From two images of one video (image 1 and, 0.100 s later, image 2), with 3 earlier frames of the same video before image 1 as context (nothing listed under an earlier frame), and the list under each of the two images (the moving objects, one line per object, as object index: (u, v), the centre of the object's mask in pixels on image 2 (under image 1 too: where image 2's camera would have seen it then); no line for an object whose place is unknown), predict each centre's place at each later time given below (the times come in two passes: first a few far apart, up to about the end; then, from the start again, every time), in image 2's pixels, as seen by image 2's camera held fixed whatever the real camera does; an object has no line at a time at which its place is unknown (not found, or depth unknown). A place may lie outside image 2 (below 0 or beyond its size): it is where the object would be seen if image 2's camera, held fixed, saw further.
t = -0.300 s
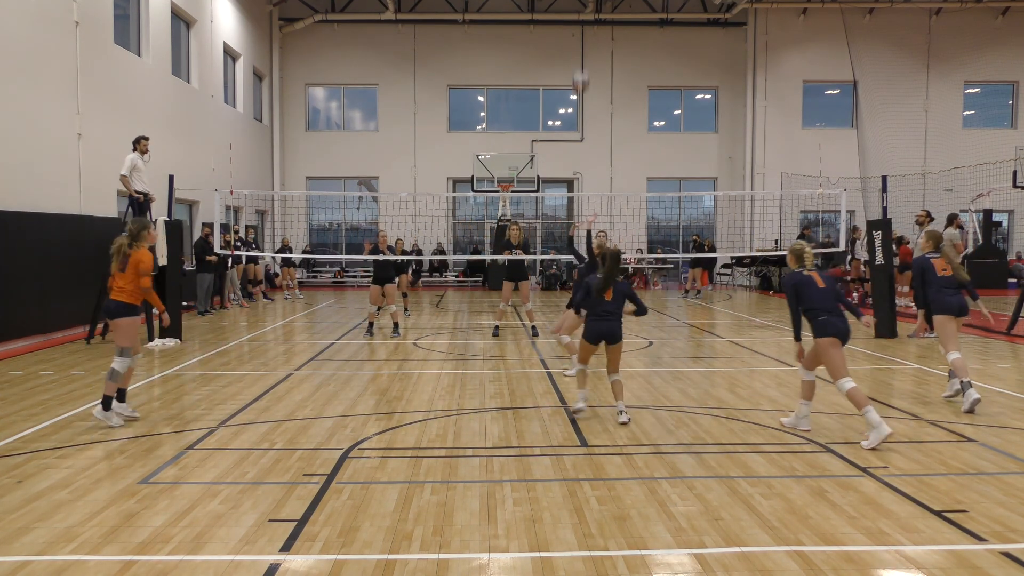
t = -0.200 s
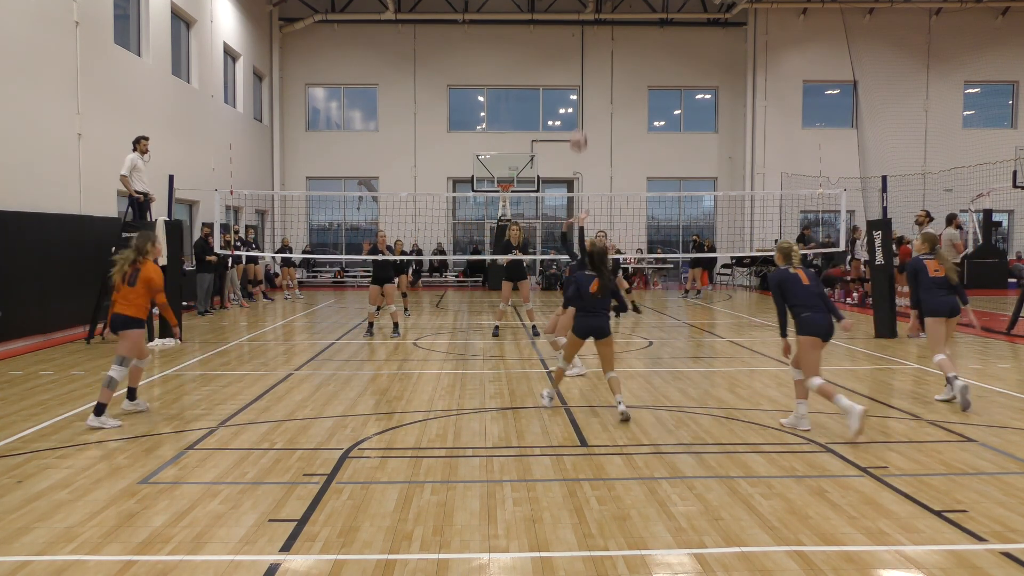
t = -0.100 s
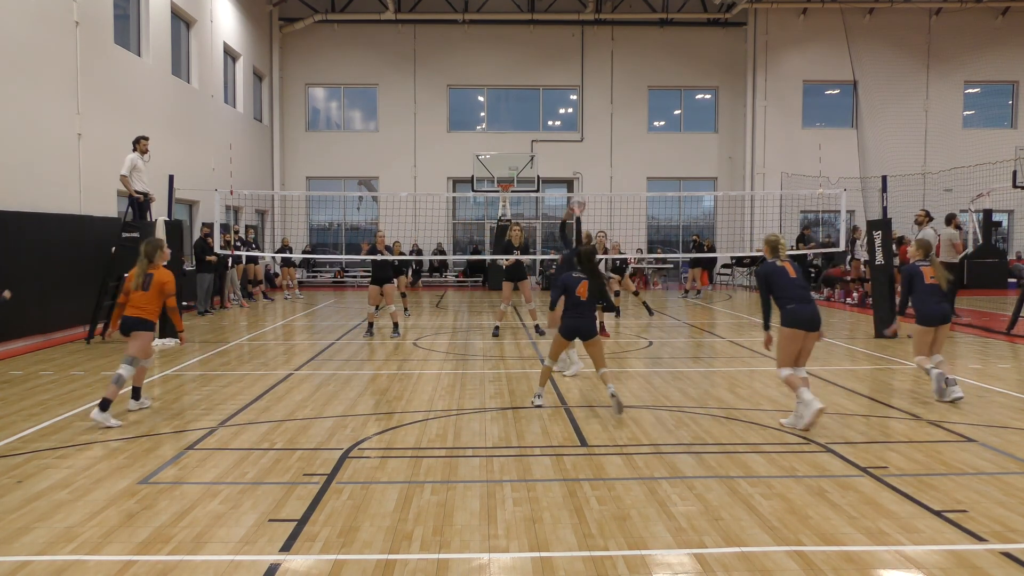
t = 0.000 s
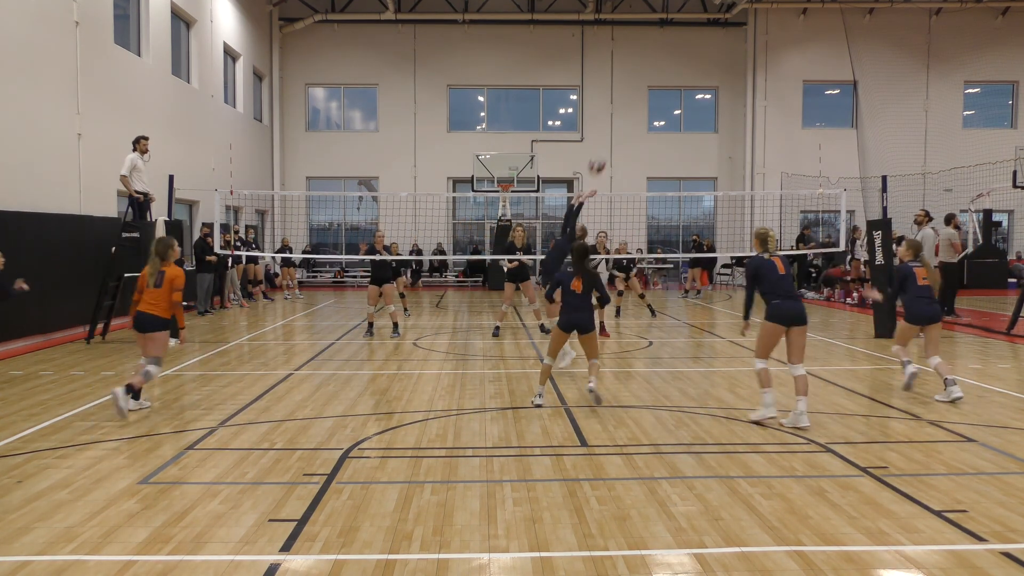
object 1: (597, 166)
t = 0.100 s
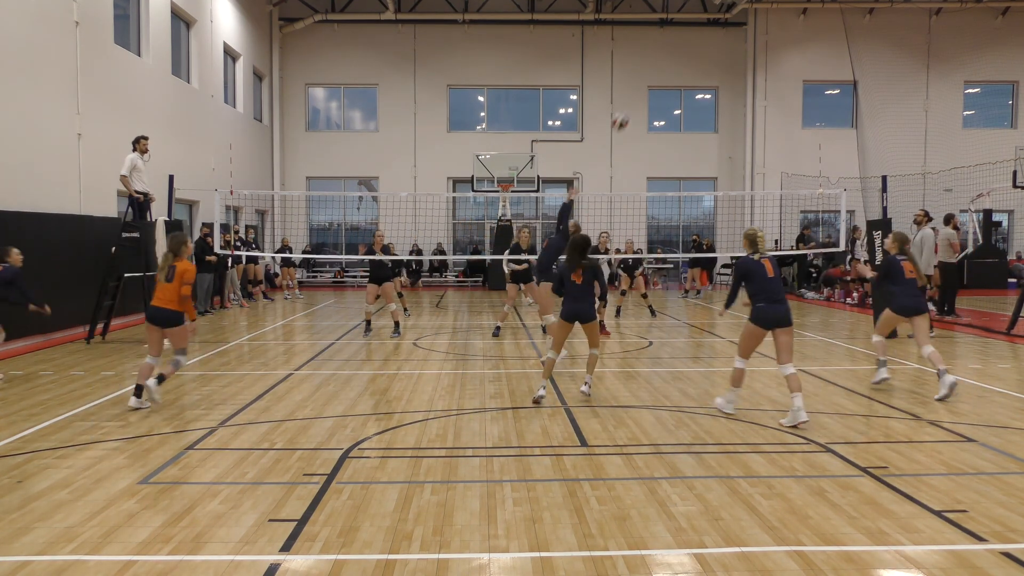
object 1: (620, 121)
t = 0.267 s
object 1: (656, 69)
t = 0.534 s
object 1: (711, 38)
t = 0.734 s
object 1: (749, 51)
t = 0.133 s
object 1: (627, 109)
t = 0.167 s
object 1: (634, 97)
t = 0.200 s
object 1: (641, 86)
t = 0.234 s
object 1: (649, 77)
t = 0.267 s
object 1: (656, 69)
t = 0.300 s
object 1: (663, 61)
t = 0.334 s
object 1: (670, 55)
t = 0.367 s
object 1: (677, 49)
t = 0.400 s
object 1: (685, 45)
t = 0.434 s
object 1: (692, 42)
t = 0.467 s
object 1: (698, 40)
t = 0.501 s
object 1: (705, 38)
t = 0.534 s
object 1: (711, 38)
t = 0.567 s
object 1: (718, 38)
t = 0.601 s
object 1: (724, 39)
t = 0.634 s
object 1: (731, 41)
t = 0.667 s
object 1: (737, 43)
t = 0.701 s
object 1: (743, 47)
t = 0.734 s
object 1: (749, 51)
